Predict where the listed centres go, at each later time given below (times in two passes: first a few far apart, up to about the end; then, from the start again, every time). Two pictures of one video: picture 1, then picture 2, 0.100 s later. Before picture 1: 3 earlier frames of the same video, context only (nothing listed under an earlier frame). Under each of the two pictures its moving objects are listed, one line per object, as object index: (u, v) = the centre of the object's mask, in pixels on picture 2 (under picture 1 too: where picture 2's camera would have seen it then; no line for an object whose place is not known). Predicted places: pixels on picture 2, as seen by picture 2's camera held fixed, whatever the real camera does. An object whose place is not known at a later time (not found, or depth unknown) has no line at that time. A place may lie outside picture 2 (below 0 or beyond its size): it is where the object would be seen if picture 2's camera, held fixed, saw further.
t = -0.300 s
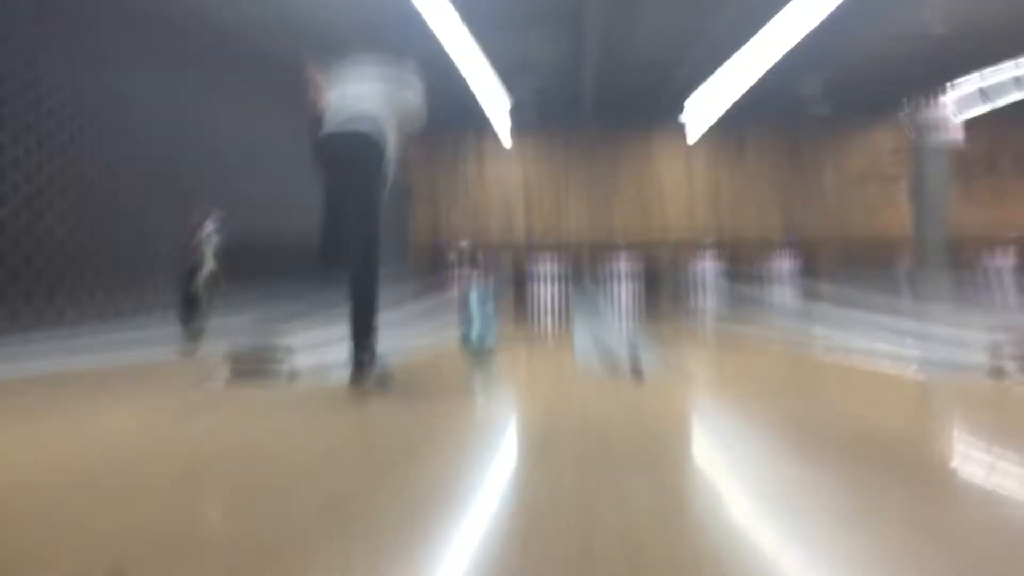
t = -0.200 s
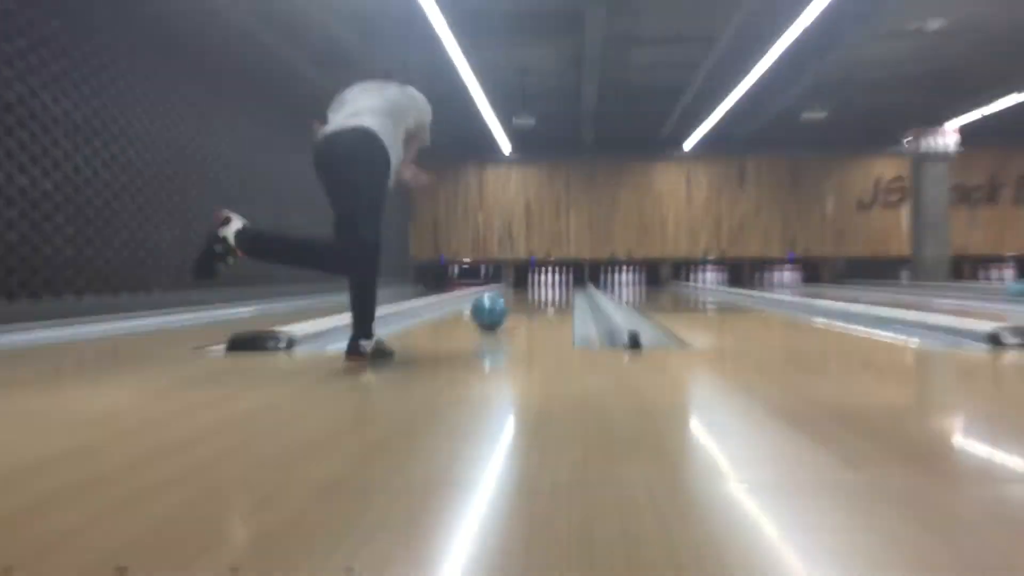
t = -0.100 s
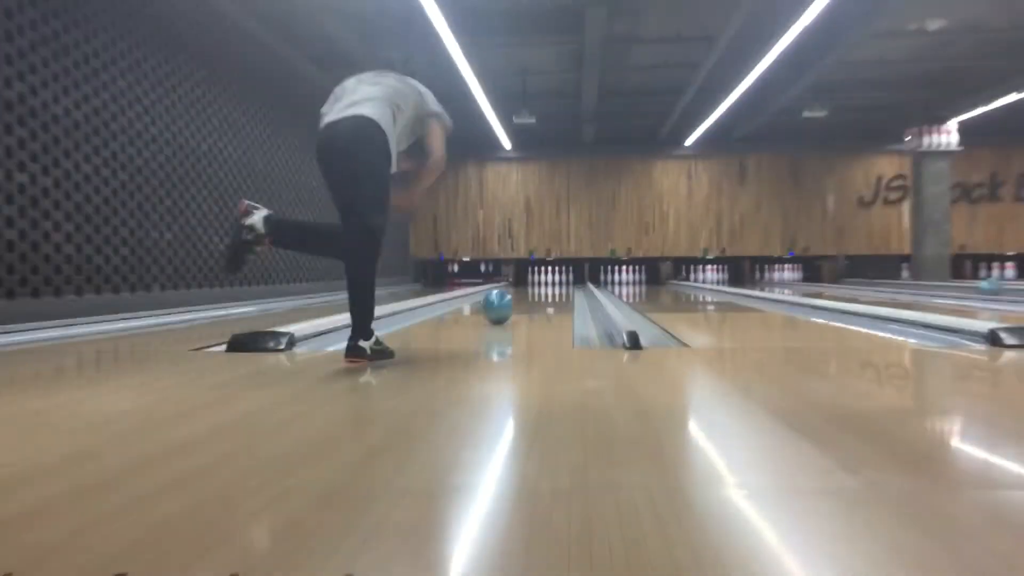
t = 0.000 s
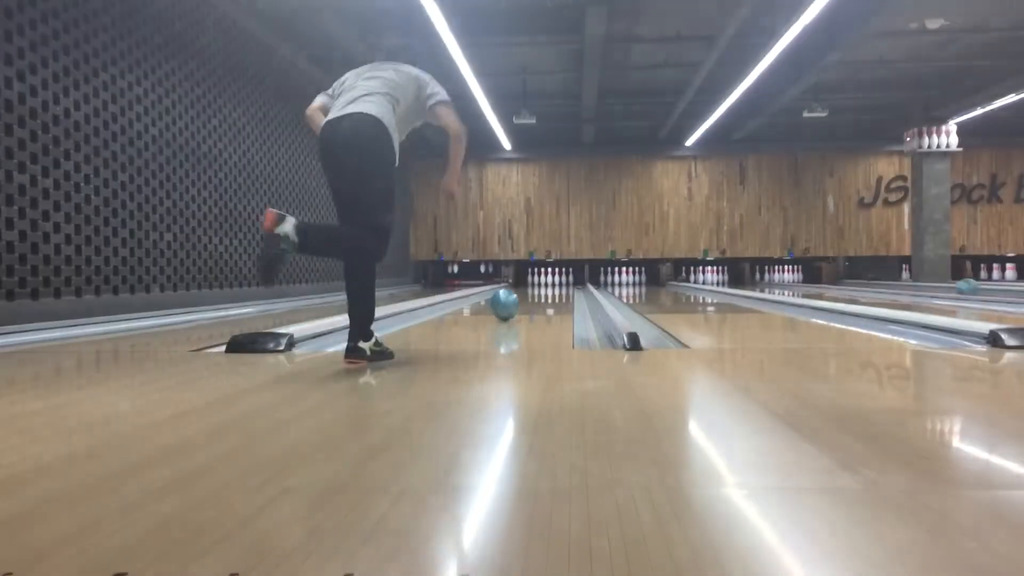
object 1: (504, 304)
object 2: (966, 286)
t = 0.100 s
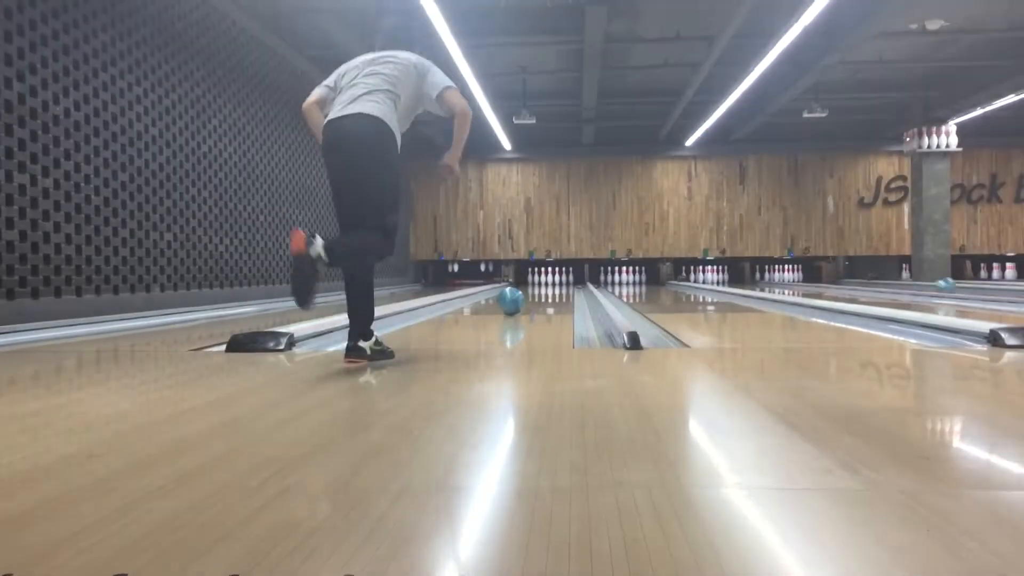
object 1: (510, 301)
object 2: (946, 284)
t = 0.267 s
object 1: (518, 298)
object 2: (917, 284)
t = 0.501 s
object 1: (526, 294)
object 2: (883, 281)
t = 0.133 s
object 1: (512, 300)
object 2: (939, 285)
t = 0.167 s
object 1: (514, 301)
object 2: (933, 285)
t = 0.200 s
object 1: (515, 299)
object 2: (928, 284)
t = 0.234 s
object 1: (517, 298)
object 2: (922, 284)
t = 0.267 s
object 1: (518, 298)
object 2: (917, 284)
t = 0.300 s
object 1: (519, 296)
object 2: (911, 282)
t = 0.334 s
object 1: (520, 296)
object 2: (906, 282)
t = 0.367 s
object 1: (522, 296)
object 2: (901, 283)
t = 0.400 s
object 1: (523, 296)
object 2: (897, 283)
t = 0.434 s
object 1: (524, 295)
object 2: (892, 281)
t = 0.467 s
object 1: (525, 294)
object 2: (887, 280)
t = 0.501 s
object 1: (526, 294)
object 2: (883, 281)
